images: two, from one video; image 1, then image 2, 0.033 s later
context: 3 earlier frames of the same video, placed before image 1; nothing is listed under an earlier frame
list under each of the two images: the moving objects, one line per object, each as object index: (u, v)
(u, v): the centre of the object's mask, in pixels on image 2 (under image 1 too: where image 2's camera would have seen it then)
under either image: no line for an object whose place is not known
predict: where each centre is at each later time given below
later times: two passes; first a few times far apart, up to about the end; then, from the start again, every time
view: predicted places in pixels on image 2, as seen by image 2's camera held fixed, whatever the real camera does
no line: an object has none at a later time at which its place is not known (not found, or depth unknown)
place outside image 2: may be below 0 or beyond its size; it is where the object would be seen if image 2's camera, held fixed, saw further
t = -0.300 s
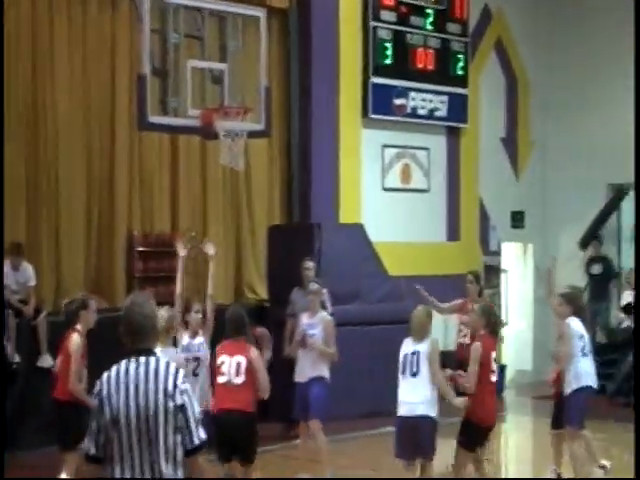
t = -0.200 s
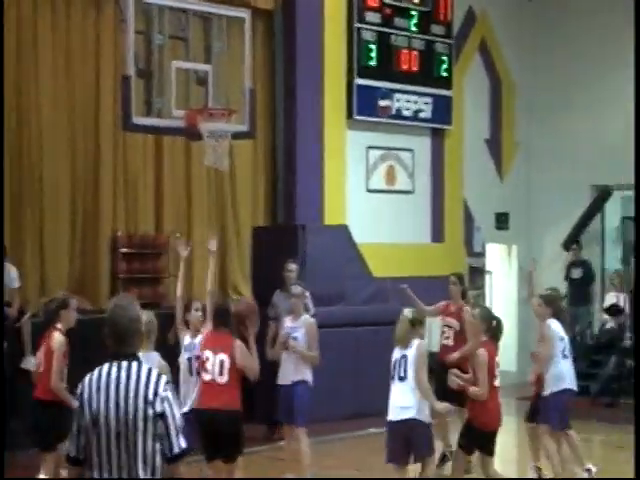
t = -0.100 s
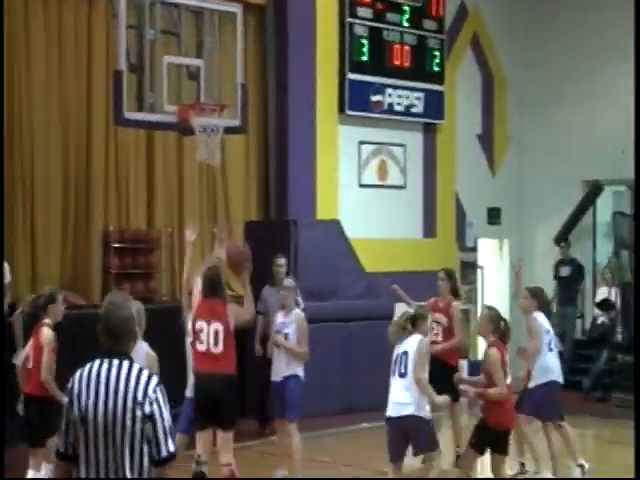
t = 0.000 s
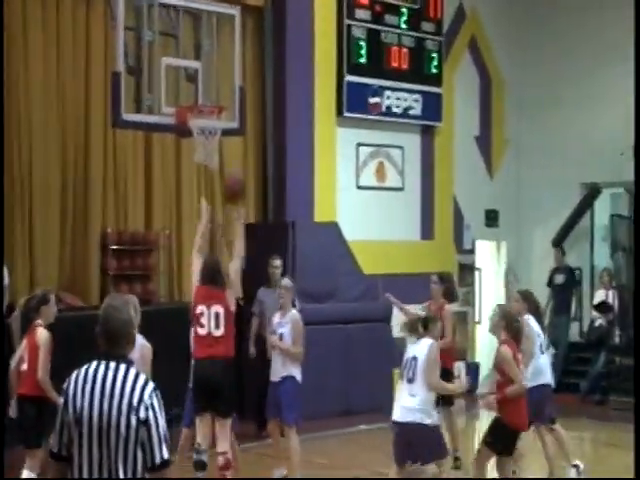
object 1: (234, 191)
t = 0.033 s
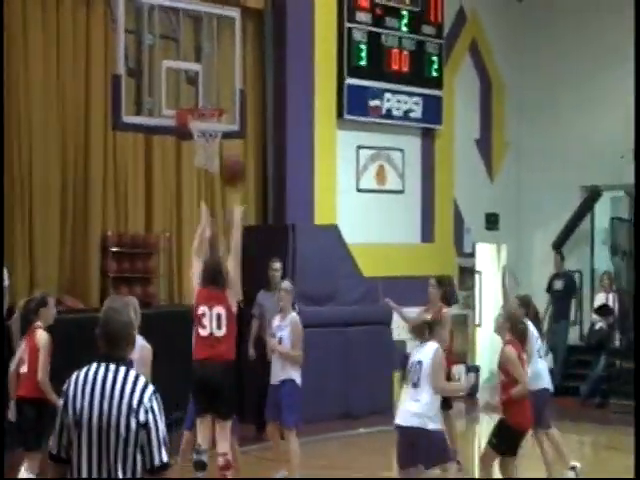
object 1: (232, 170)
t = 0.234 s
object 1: (221, 83)
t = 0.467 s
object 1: (210, 58)
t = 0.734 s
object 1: (197, 99)
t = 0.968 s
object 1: (177, 120)
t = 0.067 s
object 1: (231, 150)
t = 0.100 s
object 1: (228, 133)
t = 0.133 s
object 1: (226, 118)
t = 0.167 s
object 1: (225, 106)
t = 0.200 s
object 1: (223, 93)
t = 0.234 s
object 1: (221, 83)
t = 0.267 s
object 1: (220, 75)
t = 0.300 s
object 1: (217, 68)
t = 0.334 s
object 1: (216, 63)
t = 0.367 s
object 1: (214, 59)
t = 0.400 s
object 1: (213, 57)
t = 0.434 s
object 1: (212, 57)
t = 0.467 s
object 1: (210, 58)
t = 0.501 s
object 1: (209, 61)
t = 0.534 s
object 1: (207, 64)
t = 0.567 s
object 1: (205, 71)
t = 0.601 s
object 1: (203, 77)
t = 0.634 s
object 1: (202, 85)
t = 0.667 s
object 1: (201, 93)
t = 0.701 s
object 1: (199, 100)
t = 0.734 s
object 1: (197, 99)
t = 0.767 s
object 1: (194, 98)
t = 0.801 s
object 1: (192, 98)
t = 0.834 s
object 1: (188, 99)
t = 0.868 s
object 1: (185, 103)
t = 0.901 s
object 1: (183, 108)
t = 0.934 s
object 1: (180, 114)
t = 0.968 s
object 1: (177, 120)
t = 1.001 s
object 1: (176, 126)
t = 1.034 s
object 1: (169, 137)
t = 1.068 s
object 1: (166, 149)
